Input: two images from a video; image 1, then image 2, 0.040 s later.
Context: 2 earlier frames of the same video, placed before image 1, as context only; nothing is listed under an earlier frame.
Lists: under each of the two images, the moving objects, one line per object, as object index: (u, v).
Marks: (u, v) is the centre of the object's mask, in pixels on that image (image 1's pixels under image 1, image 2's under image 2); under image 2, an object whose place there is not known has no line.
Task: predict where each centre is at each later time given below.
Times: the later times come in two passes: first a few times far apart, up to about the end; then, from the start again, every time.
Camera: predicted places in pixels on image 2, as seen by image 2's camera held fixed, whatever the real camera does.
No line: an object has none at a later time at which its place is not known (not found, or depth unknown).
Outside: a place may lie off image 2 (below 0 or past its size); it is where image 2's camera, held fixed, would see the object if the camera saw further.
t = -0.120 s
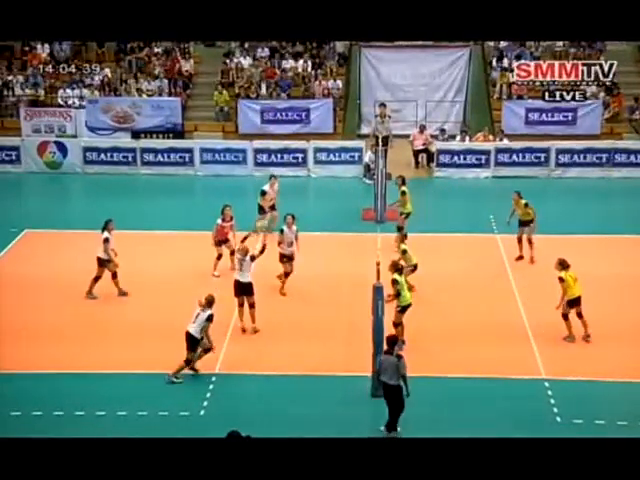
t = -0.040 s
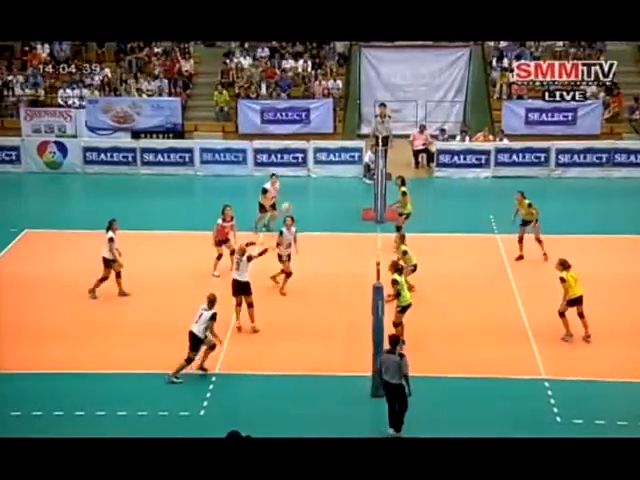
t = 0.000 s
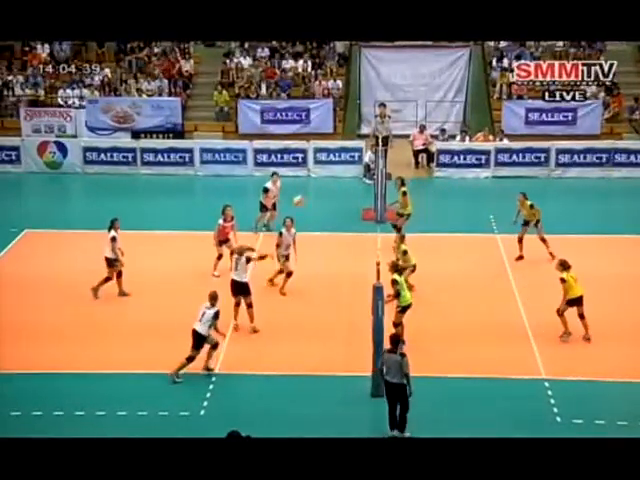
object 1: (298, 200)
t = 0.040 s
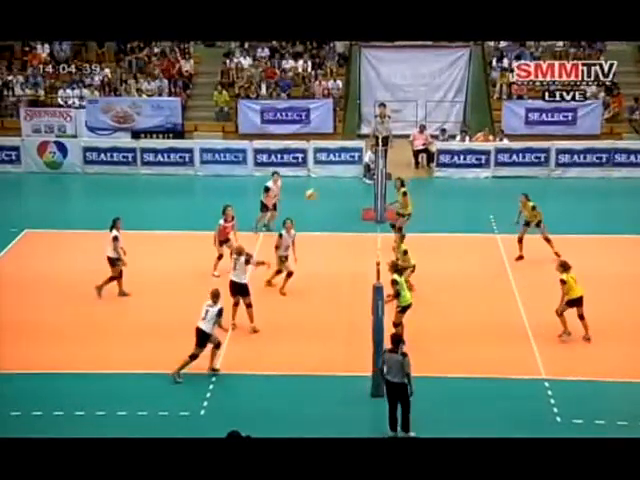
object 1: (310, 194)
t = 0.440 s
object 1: (422, 179)
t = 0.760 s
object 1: (500, 223)
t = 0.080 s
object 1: (322, 189)
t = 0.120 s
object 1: (334, 184)
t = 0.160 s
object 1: (346, 181)
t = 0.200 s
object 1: (358, 179)
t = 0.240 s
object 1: (369, 176)
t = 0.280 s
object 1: (380, 175)
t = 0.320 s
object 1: (391, 176)
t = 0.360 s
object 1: (403, 176)
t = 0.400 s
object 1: (412, 177)
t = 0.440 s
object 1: (422, 179)
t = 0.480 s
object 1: (433, 183)
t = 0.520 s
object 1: (443, 186)
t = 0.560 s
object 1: (453, 191)
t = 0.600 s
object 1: (464, 196)
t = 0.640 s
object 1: (474, 202)
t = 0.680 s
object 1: (483, 207)
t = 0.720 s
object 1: (492, 215)
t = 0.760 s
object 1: (500, 223)
